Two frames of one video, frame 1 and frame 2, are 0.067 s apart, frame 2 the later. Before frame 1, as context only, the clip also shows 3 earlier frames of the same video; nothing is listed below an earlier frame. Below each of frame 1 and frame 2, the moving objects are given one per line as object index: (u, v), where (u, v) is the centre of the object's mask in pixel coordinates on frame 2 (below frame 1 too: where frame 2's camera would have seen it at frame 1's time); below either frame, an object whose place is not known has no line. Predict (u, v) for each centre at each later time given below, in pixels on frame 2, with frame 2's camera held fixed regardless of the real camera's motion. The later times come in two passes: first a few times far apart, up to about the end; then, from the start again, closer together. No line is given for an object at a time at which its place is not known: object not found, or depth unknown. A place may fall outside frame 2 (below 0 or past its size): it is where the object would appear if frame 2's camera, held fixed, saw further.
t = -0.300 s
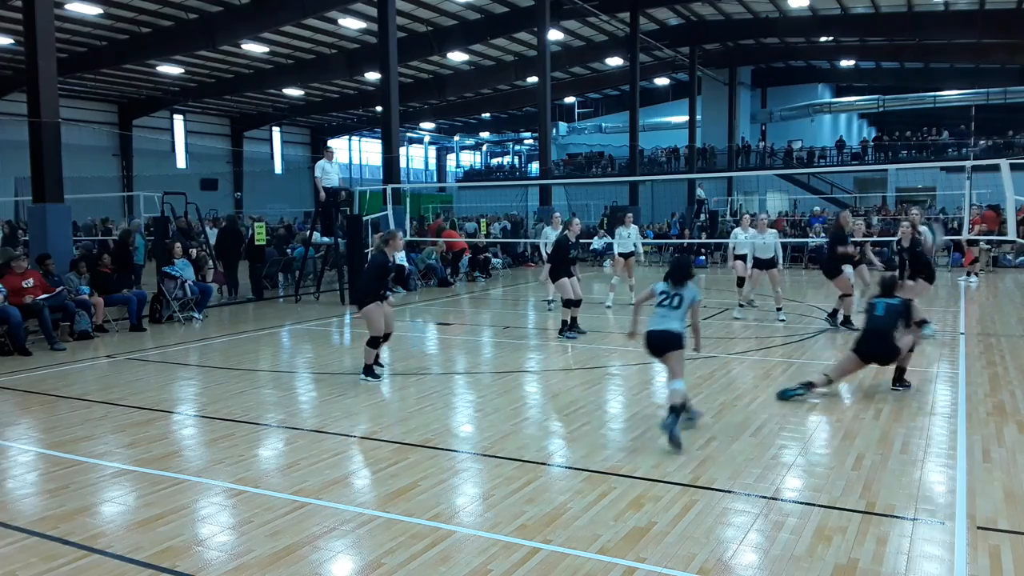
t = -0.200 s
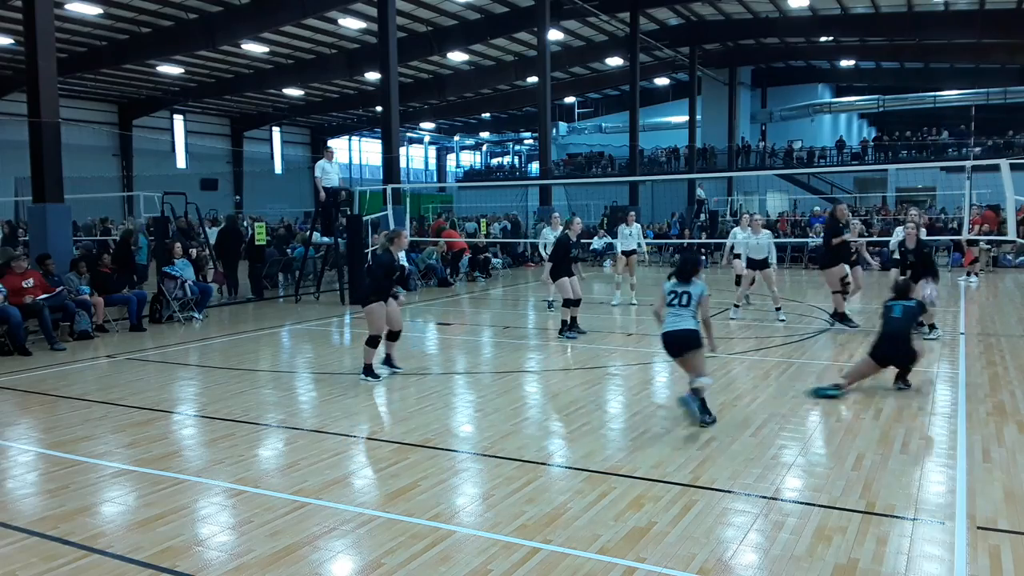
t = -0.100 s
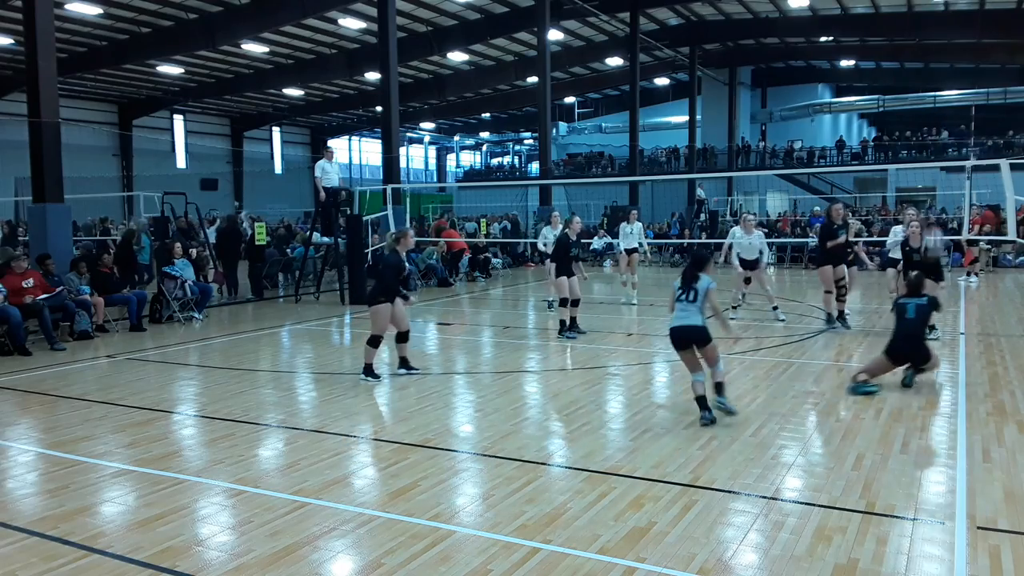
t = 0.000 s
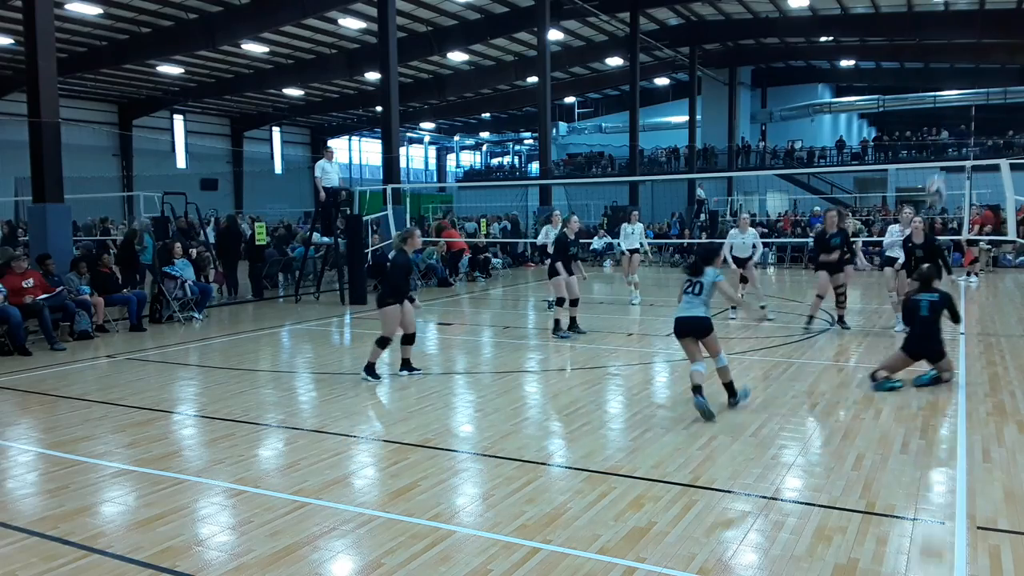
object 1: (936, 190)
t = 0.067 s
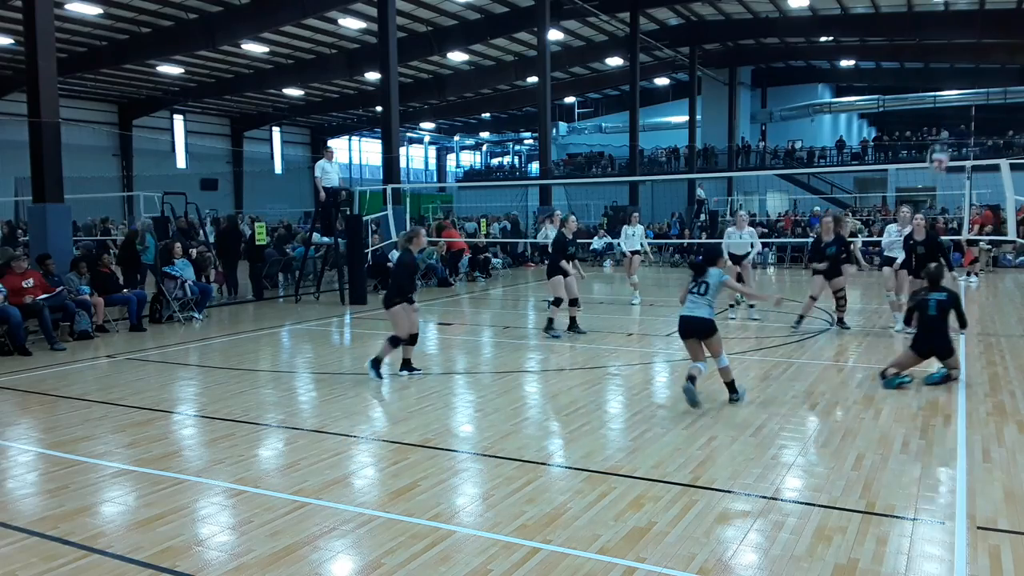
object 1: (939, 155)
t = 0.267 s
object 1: (943, 91)
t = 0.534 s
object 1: (947, 66)
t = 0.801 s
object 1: (950, 107)
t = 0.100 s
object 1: (939, 144)
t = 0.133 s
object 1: (940, 131)
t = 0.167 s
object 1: (940, 121)
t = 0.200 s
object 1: (941, 112)
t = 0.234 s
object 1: (942, 102)
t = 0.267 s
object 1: (943, 91)
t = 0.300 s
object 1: (943, 83)
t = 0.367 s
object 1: (944, 76)
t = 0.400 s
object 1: (945, 72)
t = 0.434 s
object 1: (946, 69)
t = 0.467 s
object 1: (946, 67)
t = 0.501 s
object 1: (946, 66)
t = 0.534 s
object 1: (947, 66)
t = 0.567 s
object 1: (947, 68)
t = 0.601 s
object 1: (948, 70)
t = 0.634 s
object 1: (948, 73)
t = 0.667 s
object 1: (948, 78)
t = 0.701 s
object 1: (949, 81)
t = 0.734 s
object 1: (949, 89)
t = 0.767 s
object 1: (950, 97)
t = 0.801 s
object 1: (950, 107)
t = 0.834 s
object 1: (950, 116)
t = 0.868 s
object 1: (950, 125)
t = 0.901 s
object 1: (950, 136)
